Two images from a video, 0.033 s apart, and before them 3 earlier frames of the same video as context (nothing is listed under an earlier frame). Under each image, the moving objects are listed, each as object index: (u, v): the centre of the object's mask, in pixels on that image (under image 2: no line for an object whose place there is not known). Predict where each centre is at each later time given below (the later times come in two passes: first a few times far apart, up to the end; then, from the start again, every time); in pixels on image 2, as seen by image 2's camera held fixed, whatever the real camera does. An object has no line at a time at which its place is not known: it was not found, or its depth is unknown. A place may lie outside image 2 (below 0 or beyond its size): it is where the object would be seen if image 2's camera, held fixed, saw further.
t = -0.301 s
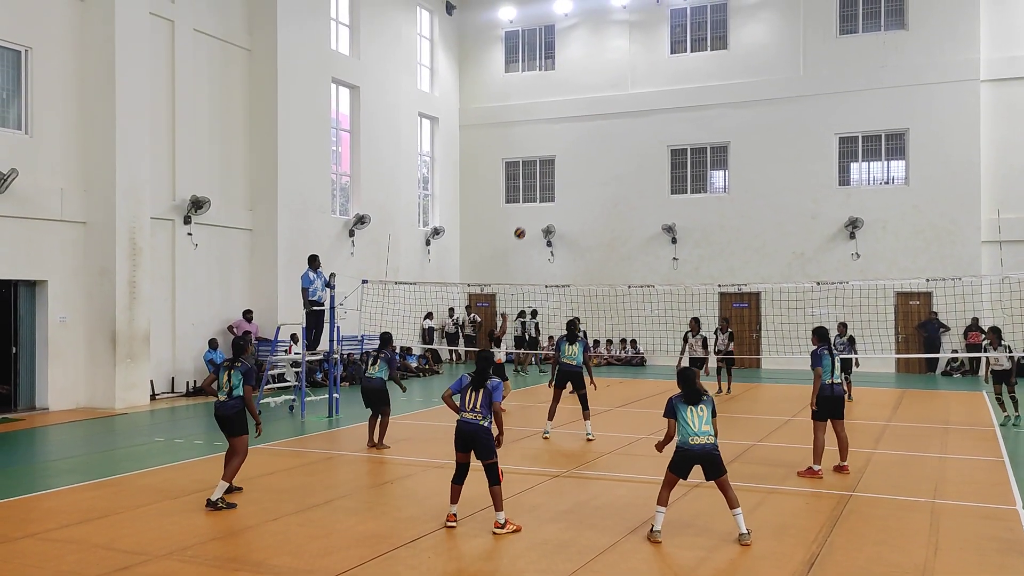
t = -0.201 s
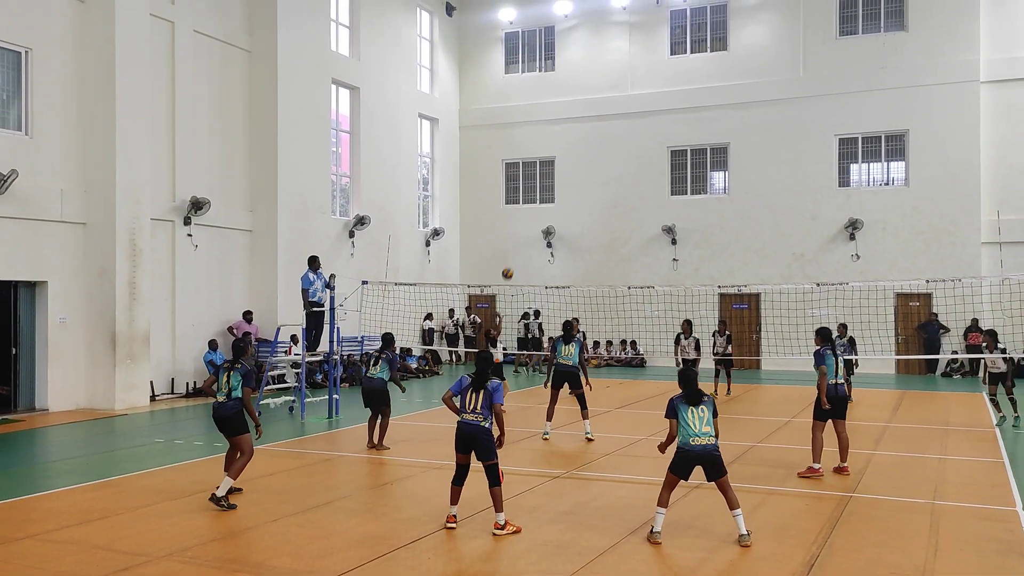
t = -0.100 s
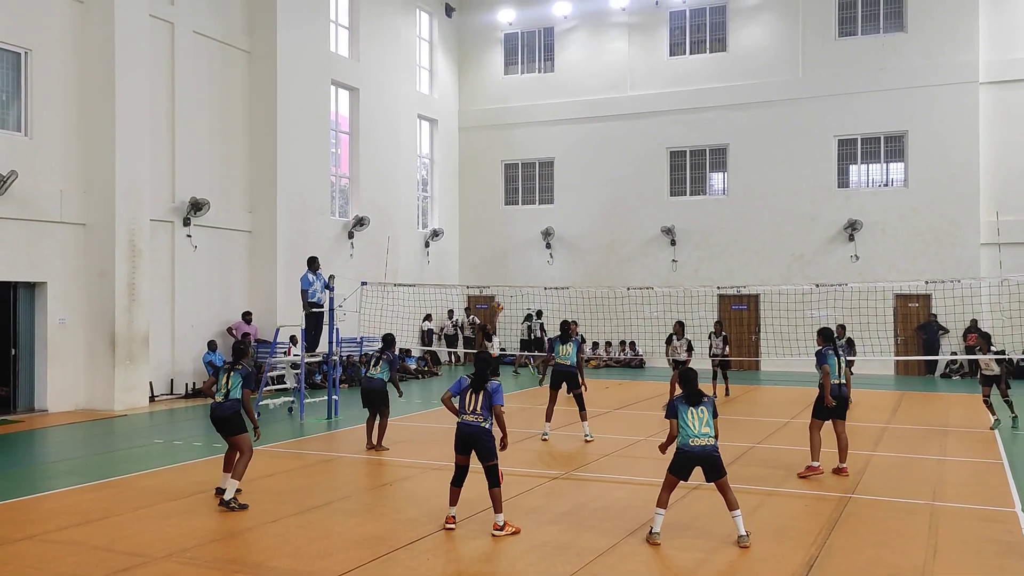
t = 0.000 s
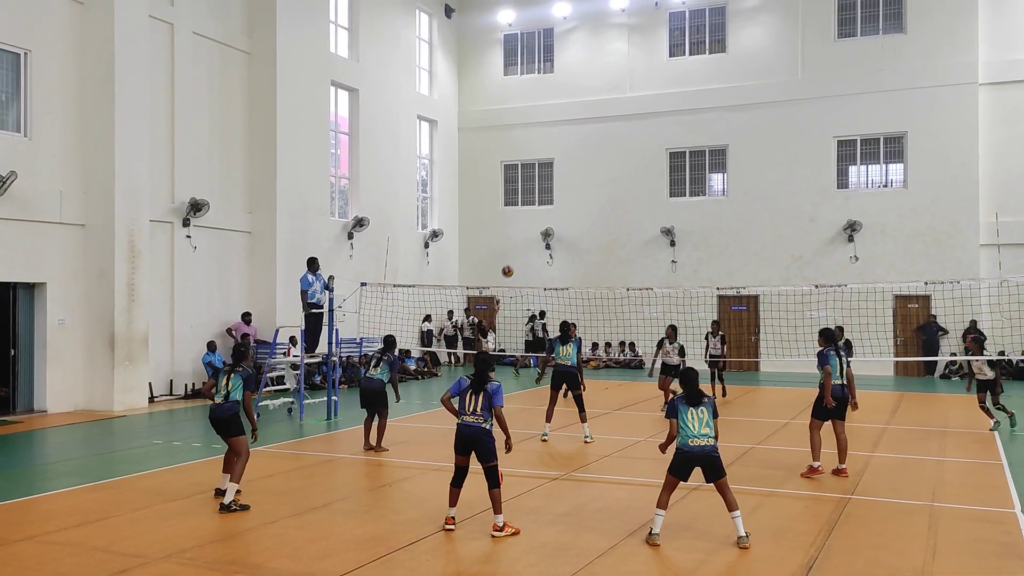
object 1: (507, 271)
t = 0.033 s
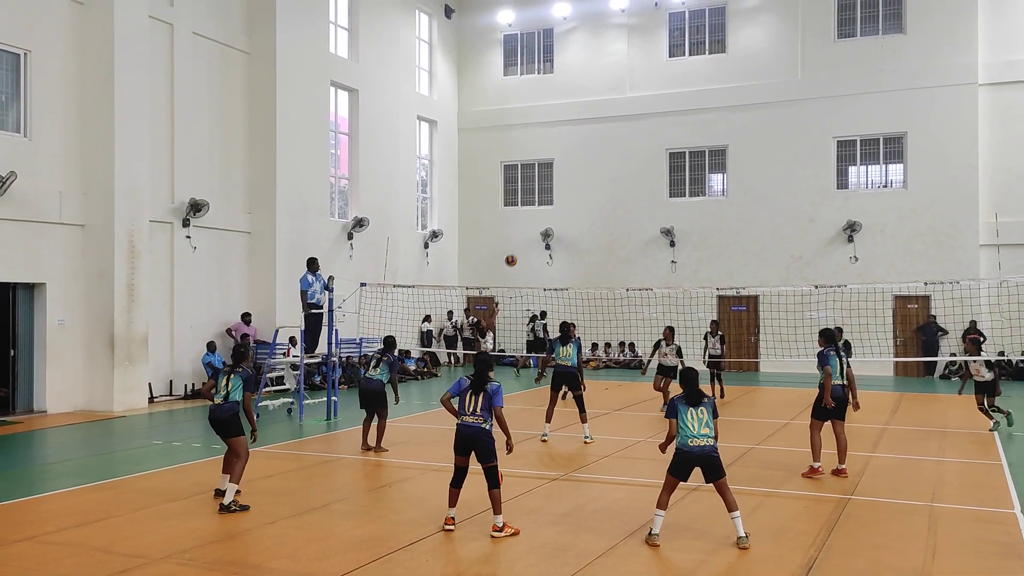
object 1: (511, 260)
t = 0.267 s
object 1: (536, 198)
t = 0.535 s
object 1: (568, 165)
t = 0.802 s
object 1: (600, 172)
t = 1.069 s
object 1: (631, 222)
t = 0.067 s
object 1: (514, 250)
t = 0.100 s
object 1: (518, 240)
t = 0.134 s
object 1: (522, 230)
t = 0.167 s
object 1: (525, 221)
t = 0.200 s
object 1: (529, 213)
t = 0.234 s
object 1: (533, 206)
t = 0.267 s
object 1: (536, 198)
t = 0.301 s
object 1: (540, 192)
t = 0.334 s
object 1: (544, 186)
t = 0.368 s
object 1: (548, 181)
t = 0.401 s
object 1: (552, 176)
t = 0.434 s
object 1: (556, 172)
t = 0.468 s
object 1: (560, 169)
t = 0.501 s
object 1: (564, 167)
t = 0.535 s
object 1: (568, 165)
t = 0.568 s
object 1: (572, 163)
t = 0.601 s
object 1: (575, 163)
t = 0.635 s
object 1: (579, 162)
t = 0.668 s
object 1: (584, 163)
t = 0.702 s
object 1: (587, 164)
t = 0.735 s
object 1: (591, 166)
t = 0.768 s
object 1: (596, 168)
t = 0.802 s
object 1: (600, 172)
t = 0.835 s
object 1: (604, 176)
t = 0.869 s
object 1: (608, 180)
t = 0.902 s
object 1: (612, 185)
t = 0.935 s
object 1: (616, 191)
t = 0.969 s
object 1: (620, 198)
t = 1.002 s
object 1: (623, 206)
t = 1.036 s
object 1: (628, 214)
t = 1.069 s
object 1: (631, 222)
